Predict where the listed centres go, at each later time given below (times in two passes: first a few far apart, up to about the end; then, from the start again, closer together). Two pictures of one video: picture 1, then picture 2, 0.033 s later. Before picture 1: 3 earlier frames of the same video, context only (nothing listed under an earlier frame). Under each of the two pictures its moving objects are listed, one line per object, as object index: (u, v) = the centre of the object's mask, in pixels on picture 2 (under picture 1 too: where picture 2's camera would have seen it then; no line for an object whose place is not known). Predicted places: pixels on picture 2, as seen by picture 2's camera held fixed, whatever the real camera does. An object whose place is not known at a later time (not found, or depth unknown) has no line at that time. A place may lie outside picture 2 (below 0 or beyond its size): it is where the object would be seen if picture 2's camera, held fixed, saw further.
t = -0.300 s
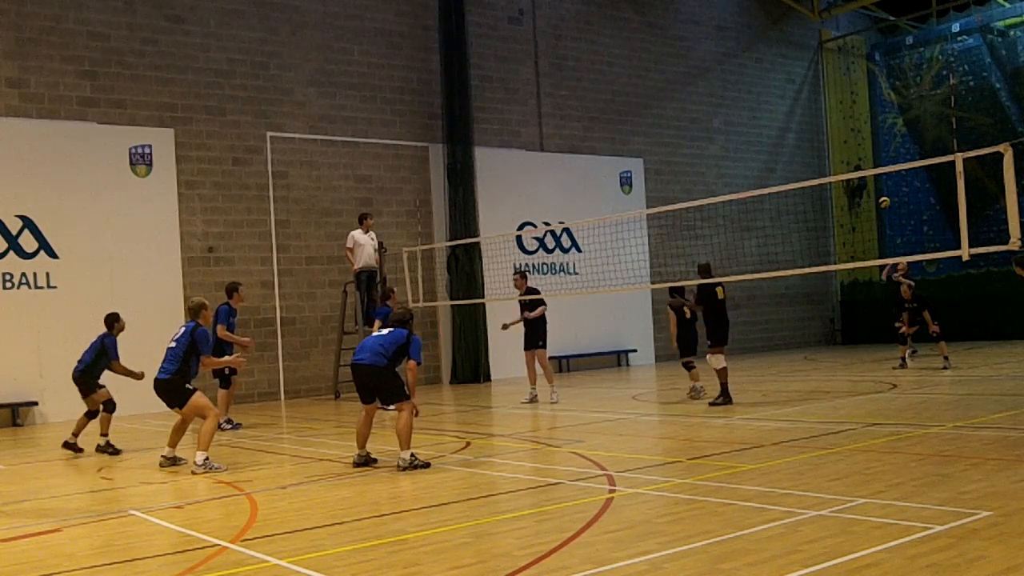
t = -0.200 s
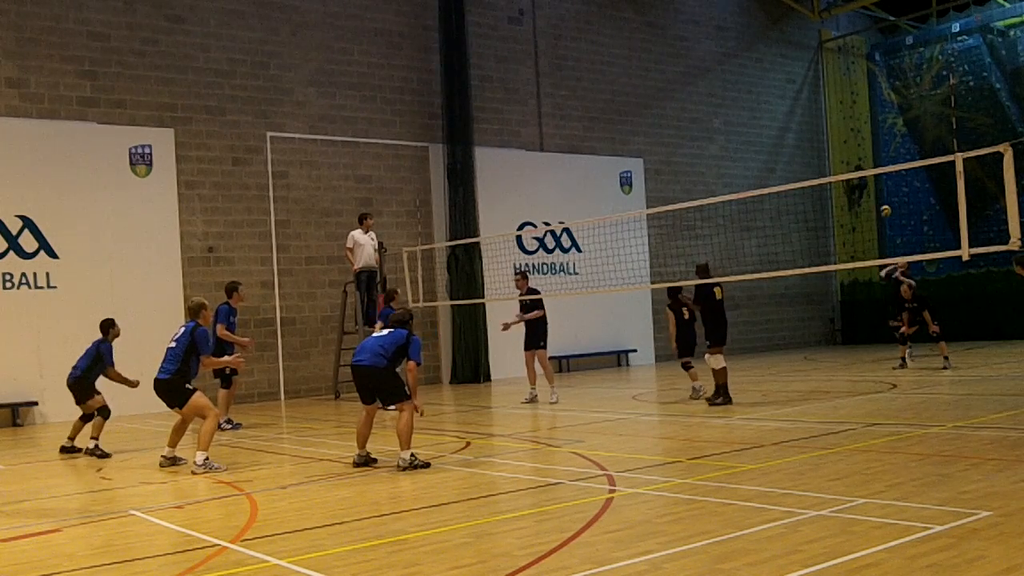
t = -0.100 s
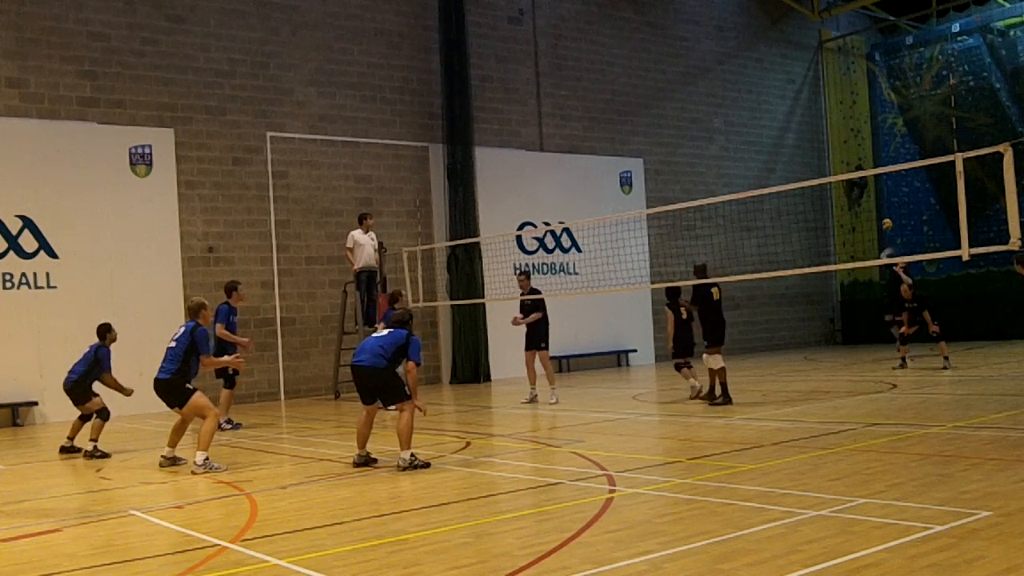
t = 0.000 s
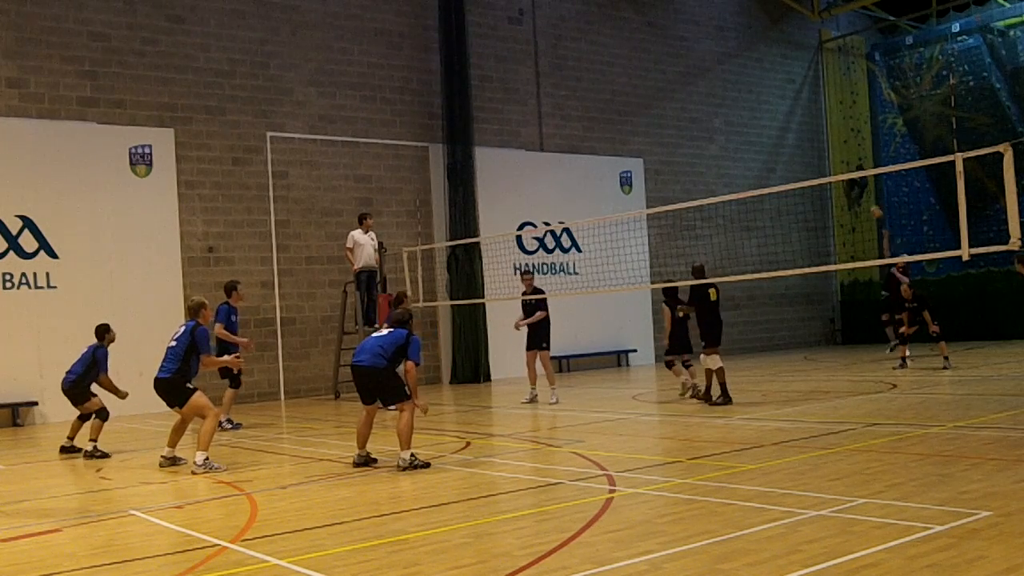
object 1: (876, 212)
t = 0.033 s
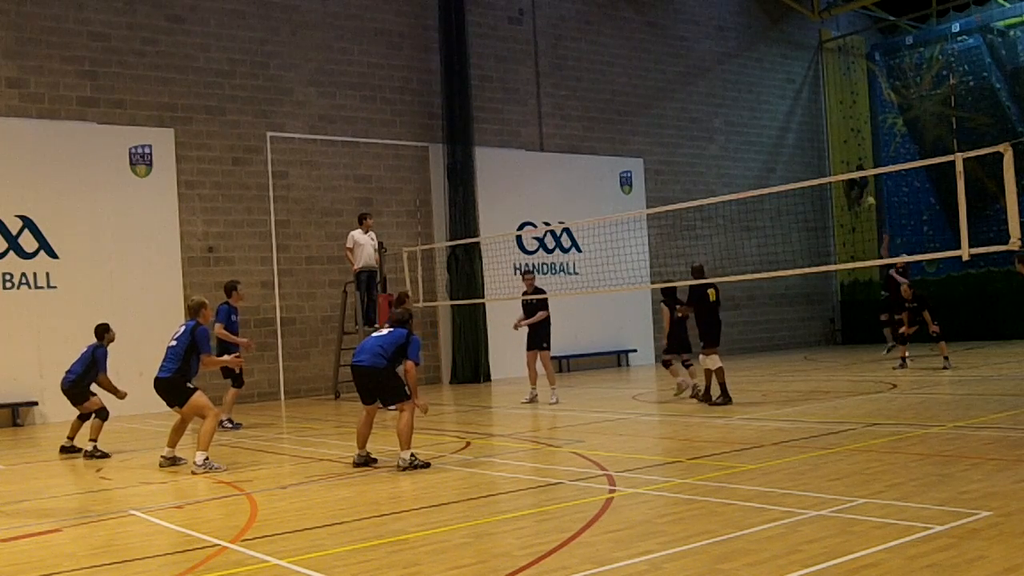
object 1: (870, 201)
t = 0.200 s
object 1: (832, 155)
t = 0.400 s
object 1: (782, 116)
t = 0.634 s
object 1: (707, 97)
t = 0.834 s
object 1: (624, 116)
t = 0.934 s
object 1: (573, 144)
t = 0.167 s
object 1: (840, 163)
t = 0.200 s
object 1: (832, 155)
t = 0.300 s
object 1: (809, 134)
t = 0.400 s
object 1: (782, 116)
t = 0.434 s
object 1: (773, 111)
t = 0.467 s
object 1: (764, 107)
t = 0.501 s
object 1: (752, 103)
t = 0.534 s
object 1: (742, 100)
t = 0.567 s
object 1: (731, 98)
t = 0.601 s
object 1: (720, 97)
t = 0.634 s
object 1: (707, 97)
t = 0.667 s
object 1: (695, 97)
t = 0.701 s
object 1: (681, 99)
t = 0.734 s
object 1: (669, 102)
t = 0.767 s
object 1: (654, 105)
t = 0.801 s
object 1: (640, 110)
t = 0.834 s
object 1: (624, 116)
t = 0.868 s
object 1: (607, 124)
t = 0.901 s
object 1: (592, 133)
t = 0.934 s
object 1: (573, 144)
